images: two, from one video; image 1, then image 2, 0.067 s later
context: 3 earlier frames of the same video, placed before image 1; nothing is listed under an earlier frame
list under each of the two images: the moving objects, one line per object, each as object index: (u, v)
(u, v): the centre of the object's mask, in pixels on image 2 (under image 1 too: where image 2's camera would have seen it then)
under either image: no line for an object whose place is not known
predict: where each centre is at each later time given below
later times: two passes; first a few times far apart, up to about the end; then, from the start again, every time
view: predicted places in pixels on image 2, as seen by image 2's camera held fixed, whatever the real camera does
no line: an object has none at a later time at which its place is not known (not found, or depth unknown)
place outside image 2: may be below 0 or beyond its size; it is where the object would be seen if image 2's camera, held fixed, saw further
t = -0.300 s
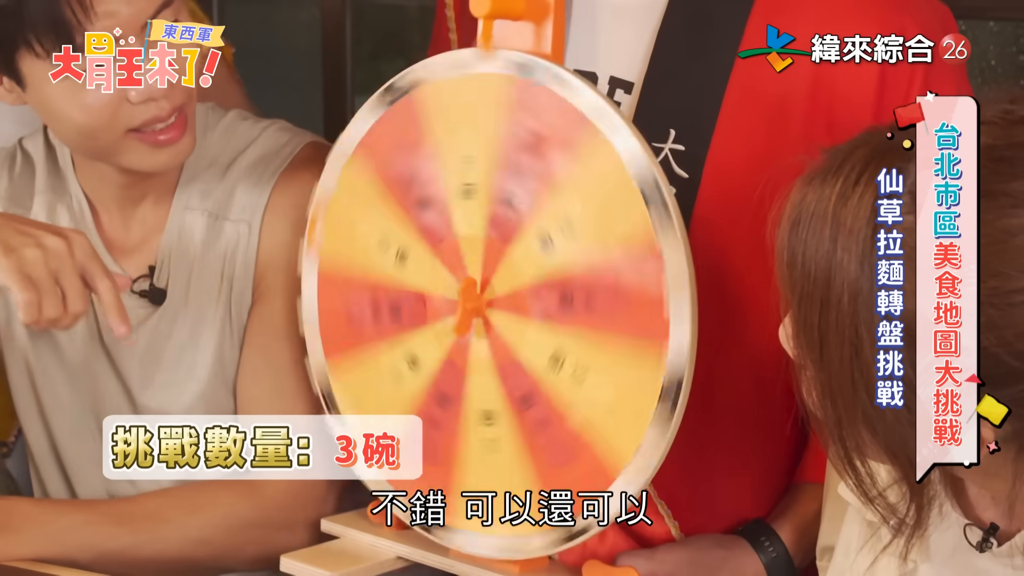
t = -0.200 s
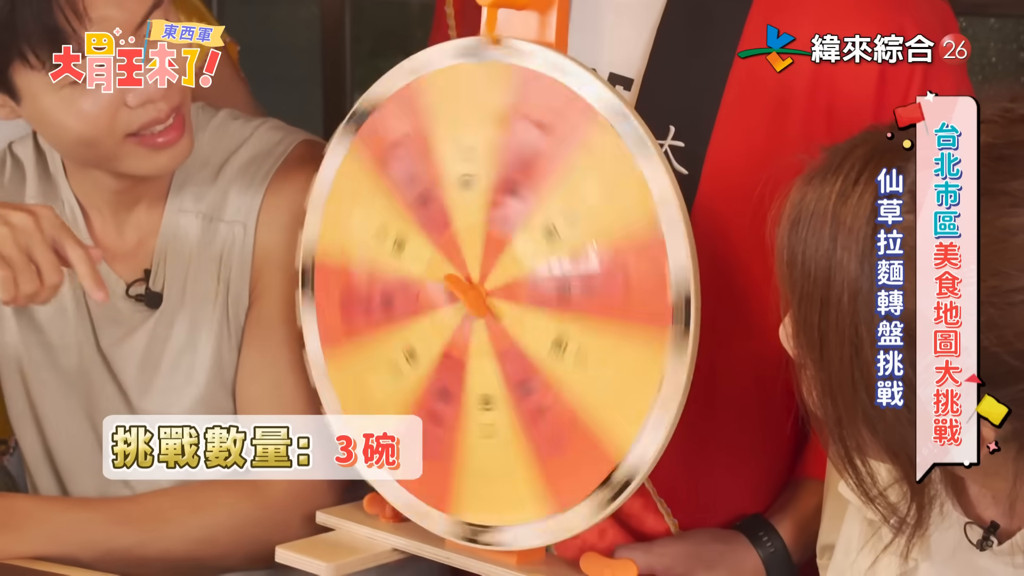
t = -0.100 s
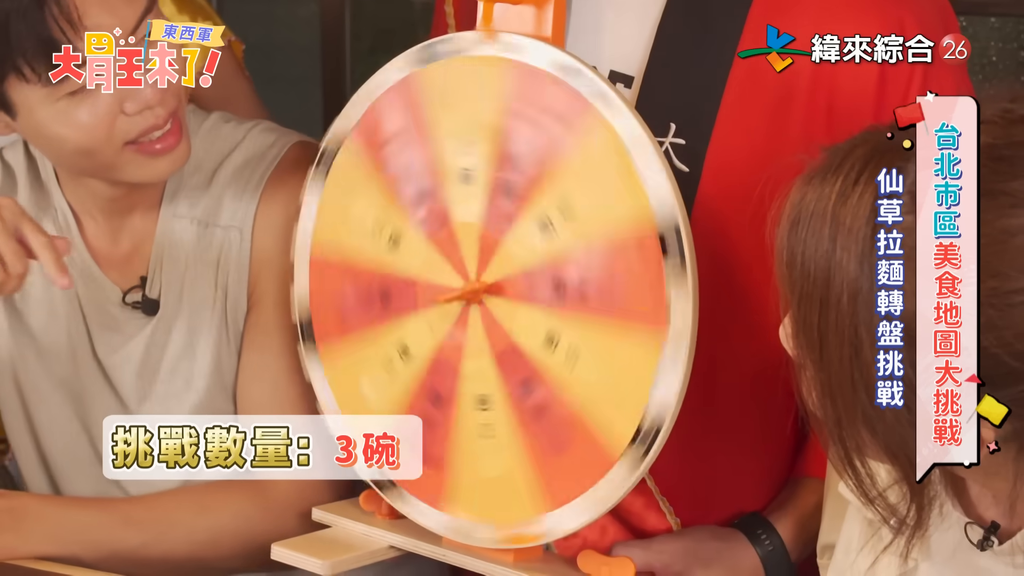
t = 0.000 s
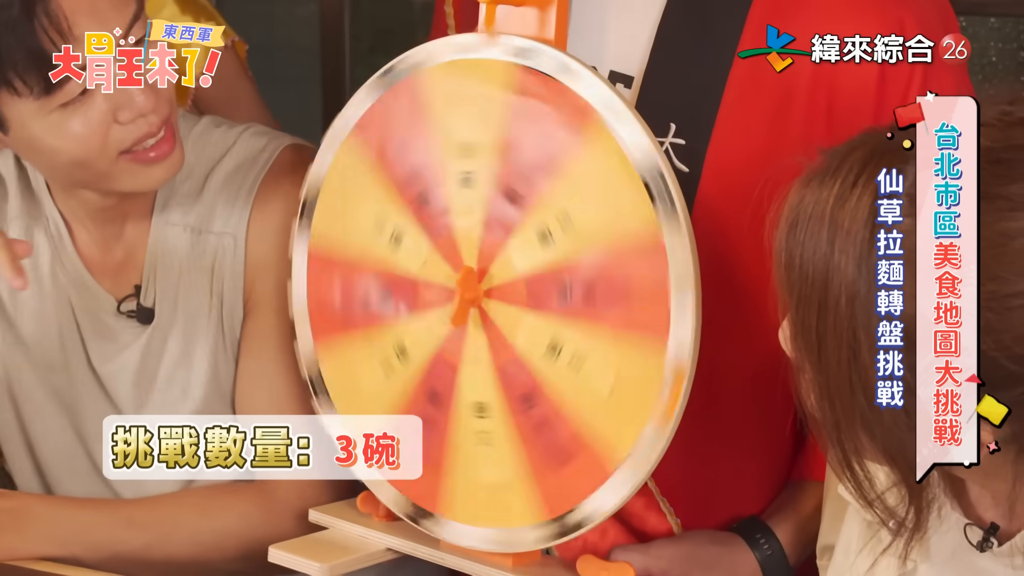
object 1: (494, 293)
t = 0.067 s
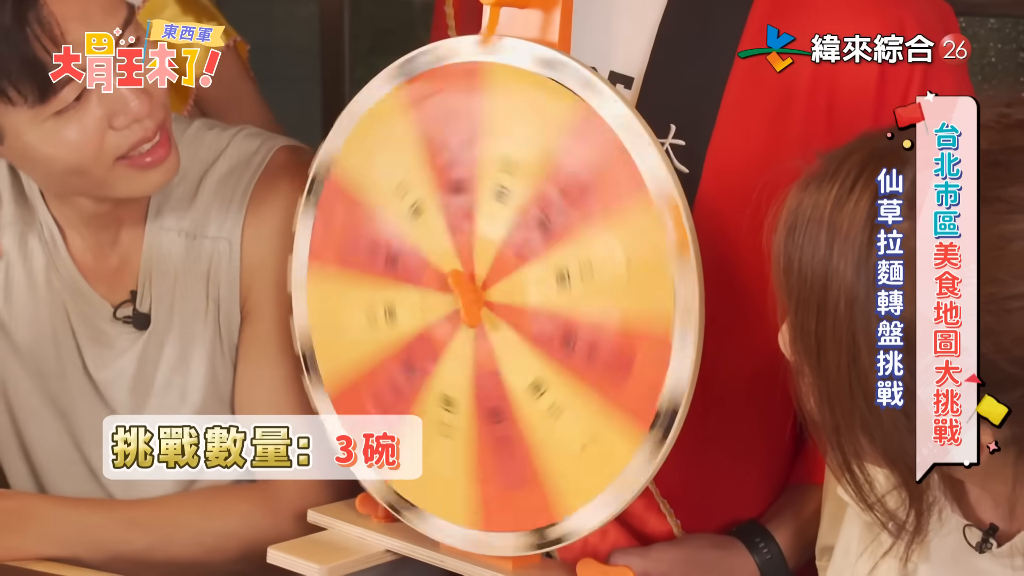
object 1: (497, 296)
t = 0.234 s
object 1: (502, 296)
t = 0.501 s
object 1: (502, 312)
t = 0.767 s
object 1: (490, 320)
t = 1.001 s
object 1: (480, 322)
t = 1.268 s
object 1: (488, 318)
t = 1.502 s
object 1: (489, 317)
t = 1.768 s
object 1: (492, 316)
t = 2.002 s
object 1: (489, 315)
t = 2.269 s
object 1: (489, 310)
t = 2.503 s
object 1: (487, 310)
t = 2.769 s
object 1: (484, 310)
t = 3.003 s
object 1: (479, 314)
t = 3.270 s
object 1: (482, 313)
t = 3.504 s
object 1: (483, 311)
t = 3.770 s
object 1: (487, 310)
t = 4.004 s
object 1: (487, 309)
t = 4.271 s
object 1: (490, 308)
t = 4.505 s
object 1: (491, 308)
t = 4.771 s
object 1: (490, 308)
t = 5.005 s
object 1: (491, 308)
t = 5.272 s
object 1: (491, 308)
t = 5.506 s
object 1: (488, 309)
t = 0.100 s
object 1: (499, 294)
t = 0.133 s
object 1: (499, 296)
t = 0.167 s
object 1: (500, 296)
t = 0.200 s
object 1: (501, 296)
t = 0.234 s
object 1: (502, 296)
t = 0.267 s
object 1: (502, 296)
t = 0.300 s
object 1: (503, 297)
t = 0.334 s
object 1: (505, 297)
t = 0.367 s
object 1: (504, 301)
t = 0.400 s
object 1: (504, 303)
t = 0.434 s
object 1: (503, 306)
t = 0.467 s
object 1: (503, 309)
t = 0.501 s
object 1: (502, 312)
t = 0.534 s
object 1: (501, 315)
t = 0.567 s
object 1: (500, 316)
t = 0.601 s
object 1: (498, 317)
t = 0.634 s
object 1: (496, 317)
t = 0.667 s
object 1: (495, 318)
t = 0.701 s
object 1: (493, 319)
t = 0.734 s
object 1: (491, 319)
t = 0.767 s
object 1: (490, 320)
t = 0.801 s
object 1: (487, 320)
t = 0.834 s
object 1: (486, 320)
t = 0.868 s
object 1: (484, 321)
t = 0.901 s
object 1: (482, 321)
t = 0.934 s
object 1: (481, 321)
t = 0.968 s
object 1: (480, 322)
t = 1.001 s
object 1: (480, 322)
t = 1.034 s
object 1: (481, 321)
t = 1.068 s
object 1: (482, 321)
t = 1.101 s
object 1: (484, 320)
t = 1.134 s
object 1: (485, 320)
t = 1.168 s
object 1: (486, 319)
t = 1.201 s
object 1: (487, 319)
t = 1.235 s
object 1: (488, 318)
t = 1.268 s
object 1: (488, 318)
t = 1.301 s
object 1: (488, 318)
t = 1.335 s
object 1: (488, 318)
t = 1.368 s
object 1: (488, 318)
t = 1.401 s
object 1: (487, 318)
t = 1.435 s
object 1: (488, 318)
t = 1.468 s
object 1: (488, 318)
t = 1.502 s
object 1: (489, 317)
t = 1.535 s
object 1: (489, 317)
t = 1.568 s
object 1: (490, 317)
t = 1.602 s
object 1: (491, 317)
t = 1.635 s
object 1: (492, 316)
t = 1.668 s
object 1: (492, 316)
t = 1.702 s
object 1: (492, 316)
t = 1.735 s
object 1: (492, 316)
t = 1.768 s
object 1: (492, 316)
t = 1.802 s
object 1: (491, 316)
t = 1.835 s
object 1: (491, 316)
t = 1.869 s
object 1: (490, 316)
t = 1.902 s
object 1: (489, 316)
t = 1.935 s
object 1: (489, 316)
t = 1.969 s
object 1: (489, 316)
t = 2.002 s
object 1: (489, 315)
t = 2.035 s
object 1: (489, 315)
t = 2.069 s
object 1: (488, 315)
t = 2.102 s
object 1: (488, 314)
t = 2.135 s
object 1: (489, 314)
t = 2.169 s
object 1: (489, 313)
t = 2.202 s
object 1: (489, 312)
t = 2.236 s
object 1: (489, 311)
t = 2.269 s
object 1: (489, 310)
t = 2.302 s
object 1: (488, 310)
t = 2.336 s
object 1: (487, 310)
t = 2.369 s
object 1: (486, 310)
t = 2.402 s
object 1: (486, 310)
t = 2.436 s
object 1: (486, 310)
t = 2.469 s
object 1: (486, 310)
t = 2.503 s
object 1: (487, 310)
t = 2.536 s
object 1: (487, 309)
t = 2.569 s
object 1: (488, 309)
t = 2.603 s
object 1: (488, 308)
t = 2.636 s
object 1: (488, 308)
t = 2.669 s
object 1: (488, 309)
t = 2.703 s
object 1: (486, 309)
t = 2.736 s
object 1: (485, 310)
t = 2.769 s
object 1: (484, 310)
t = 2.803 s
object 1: (483, 311)
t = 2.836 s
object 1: (482, 312)
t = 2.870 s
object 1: (481, 313)
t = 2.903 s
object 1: (480, 313)
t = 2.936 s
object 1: (479, 314)
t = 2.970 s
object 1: (479, 314)
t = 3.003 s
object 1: (479, 314)
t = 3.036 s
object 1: (480, 314)
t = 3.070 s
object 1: (481, 314)
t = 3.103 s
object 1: (482, 313)
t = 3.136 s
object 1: (482, 313)
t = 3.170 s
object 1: (482, 313)
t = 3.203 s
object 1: (482, 313)
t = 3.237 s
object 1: (482, 313)
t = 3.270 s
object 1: (482, 313)
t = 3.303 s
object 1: (482, 313)
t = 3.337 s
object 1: (482, 313)
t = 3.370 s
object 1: (482, 313)
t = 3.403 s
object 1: (483, 313)
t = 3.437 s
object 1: (483, 312)
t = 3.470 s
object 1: (483, 312)
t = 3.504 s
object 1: (483, 311)
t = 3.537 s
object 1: (483, 311)
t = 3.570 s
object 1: (483, 311)
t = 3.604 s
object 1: (483, 311)
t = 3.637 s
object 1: (484, 311)
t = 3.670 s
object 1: (485, 311)
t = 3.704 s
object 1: (486, 310)
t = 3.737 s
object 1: (486, 310)
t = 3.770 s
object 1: (487, 310)
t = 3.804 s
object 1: (487, 310)
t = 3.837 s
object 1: (488, 310)
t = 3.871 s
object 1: (488, 310)
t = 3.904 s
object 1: (488, 310)
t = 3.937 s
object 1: (488, 310)
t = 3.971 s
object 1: (488, 310)
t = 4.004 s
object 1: (487, 309)
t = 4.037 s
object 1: (487, 309)
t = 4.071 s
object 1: (487, 309)
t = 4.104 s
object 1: (487, 309)
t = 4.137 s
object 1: (488, 309)
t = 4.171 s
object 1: (488, 309)
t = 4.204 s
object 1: (489, 309)
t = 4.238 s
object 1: (490, 309)
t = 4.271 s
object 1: (490, 308)
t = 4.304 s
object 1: (491, 308)
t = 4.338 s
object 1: (492, 308)
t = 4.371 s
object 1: (492, 308)
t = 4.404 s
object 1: (492, 308)
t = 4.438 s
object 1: (492, 308)
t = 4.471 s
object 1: (492, 308)
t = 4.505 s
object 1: (491, 308)
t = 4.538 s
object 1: (491, 308)
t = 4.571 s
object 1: (490, 308)
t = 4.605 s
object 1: (490, 308)
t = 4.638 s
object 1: (490, 308)
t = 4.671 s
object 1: (489, 308)
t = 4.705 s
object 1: (489, 308)
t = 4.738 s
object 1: (489, 308)
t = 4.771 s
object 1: (490, 308)
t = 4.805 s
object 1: (489, 308)
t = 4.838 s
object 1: (489, 308)
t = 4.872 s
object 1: (489, 308)
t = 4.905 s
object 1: (490, 308)
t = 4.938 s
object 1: (490, 308)
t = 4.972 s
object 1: (490, 308)
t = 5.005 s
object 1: (491, 308)
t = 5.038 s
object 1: (491, 308)
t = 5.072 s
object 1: (491, 308)
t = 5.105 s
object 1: (491, 308)
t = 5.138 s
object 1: (491, 308)
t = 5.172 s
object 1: (490, 308)
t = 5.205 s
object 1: (490, 308)
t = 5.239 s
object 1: (490, 308)
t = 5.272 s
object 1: (491, 308)
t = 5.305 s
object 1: (491, 309)
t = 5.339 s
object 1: (491, 308)
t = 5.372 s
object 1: (491, 308)
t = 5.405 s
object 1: (491, 308)
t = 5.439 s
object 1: (491, 308)
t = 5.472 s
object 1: (490, 309)
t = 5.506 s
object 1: (488, 309)
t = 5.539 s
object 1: (486, 310)
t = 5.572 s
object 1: (486, 310)
